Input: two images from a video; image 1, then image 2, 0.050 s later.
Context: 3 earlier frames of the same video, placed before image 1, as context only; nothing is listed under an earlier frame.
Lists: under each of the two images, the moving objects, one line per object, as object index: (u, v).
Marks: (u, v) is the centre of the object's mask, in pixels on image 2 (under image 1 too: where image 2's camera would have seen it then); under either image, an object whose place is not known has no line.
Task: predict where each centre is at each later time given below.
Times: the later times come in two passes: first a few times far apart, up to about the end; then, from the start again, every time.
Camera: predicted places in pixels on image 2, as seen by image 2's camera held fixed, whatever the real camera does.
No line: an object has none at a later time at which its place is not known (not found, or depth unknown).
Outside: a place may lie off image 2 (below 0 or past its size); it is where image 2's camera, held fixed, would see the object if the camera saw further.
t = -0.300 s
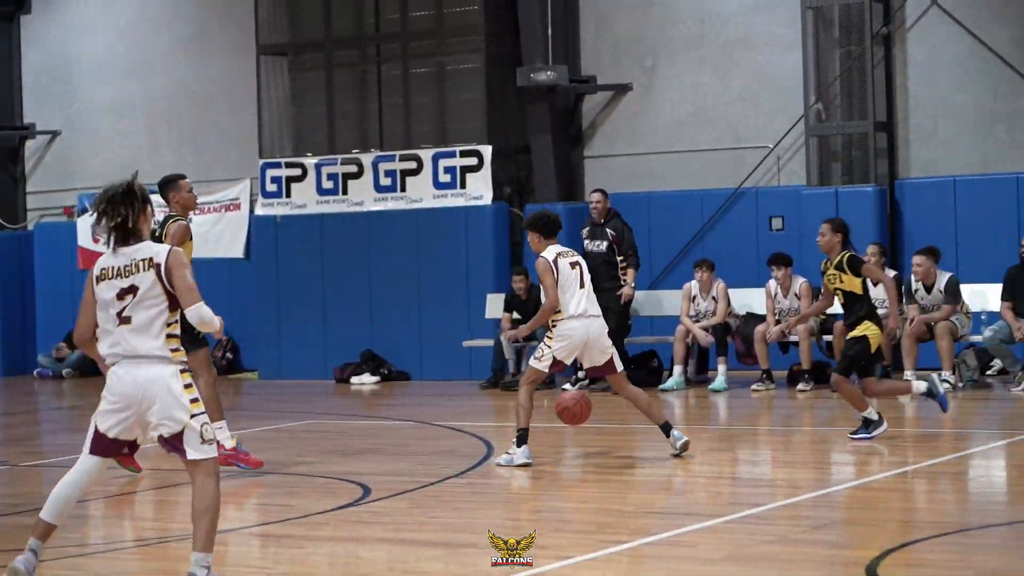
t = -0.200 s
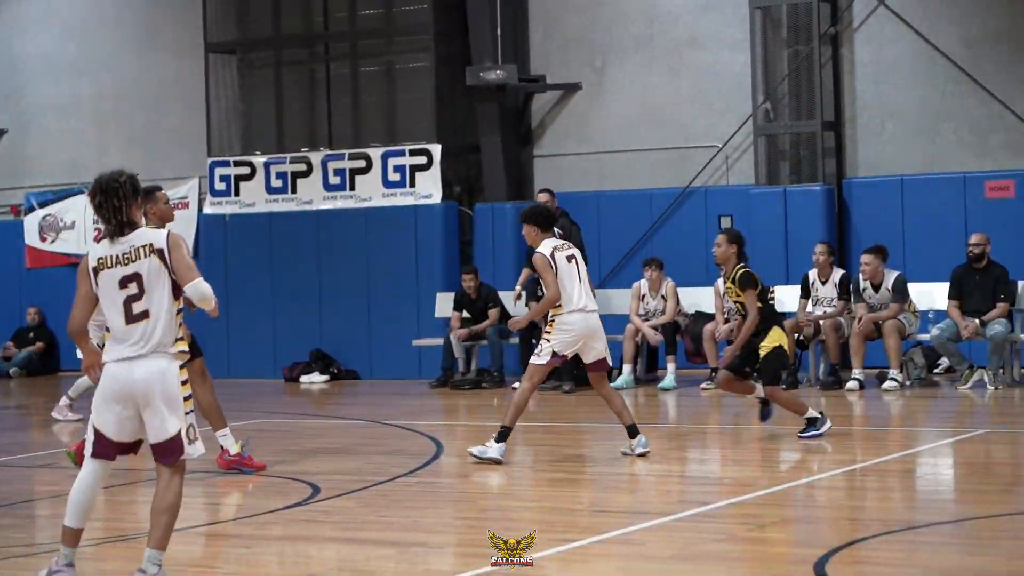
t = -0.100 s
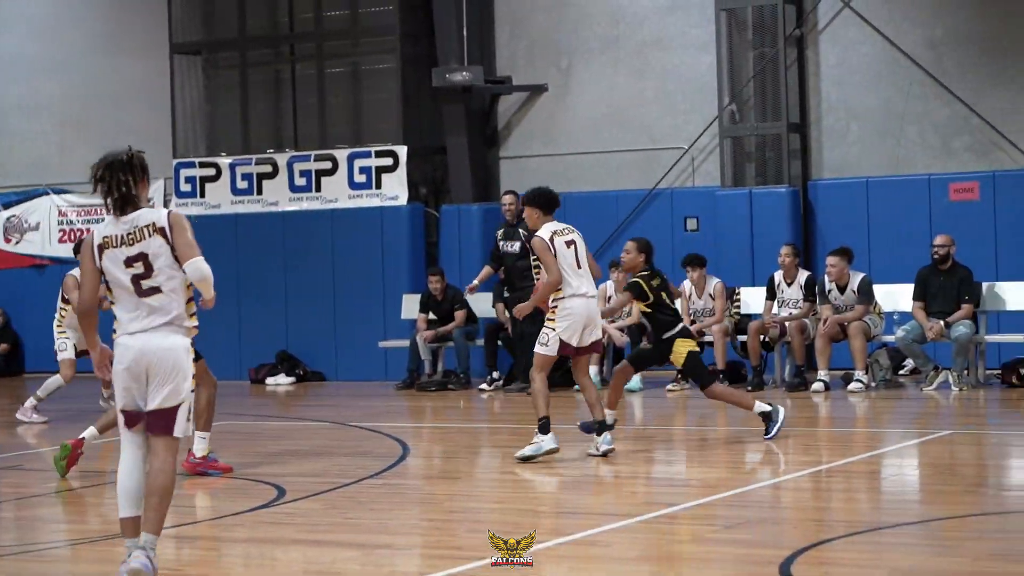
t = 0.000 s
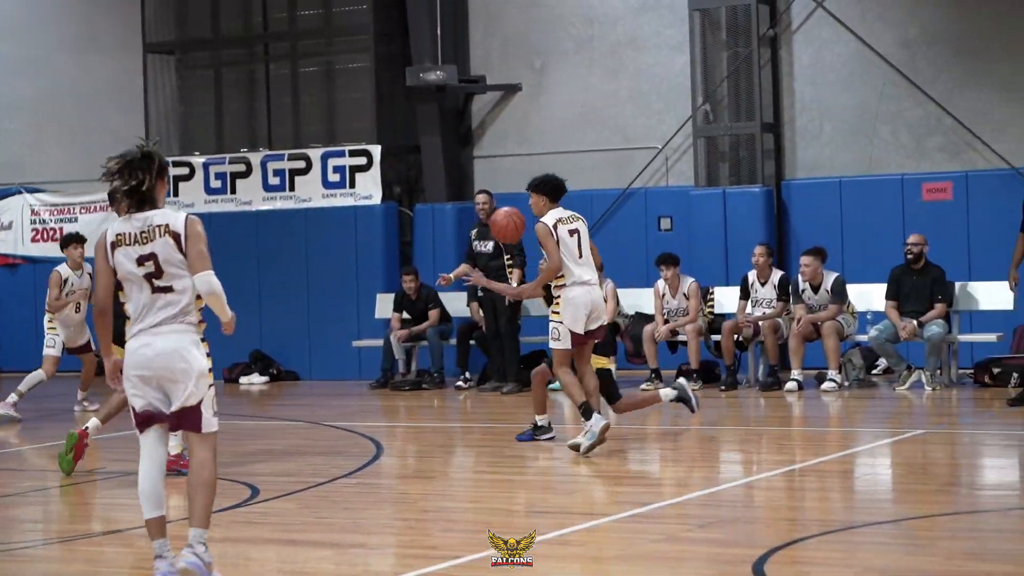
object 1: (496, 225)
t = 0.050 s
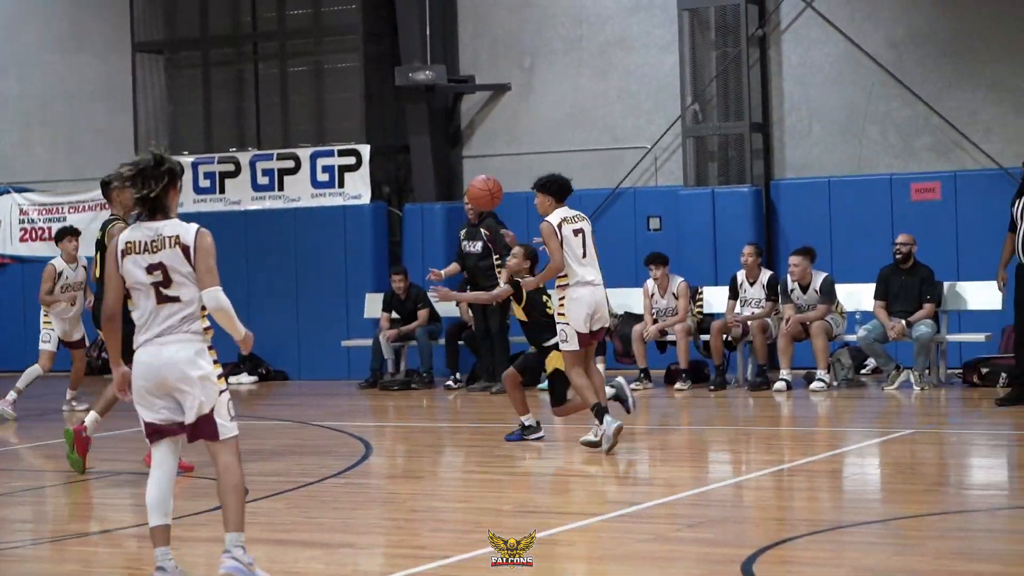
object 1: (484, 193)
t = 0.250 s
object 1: (438, 102)
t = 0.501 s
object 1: (389, 72)
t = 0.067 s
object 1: (480, 183)
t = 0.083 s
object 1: (476, 173)
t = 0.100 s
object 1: (472, 164)
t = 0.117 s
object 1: (469, 155)
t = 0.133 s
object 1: (465, 147)
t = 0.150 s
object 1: (461, 140)
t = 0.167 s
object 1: (457, 132)
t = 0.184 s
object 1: (454, 126)
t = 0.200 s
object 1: (449, 119)
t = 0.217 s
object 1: (446, 113)
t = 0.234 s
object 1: (442, 107)
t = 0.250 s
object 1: (438, 102)
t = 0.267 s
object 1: (435, 97)
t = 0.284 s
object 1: (431, 93)
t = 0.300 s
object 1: (428, 89)
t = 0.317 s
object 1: (424, 85)
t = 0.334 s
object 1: (421, 82)
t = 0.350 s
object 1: (418, 79)
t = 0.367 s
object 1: (415, 77)
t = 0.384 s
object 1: (411, 75)
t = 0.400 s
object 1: (408, 73)
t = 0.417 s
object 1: (404, 72)
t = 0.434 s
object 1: (401, 71)
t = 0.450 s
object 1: (398, 71)
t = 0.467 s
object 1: (395, 71)
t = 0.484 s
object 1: (392, 71)
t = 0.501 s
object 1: (389, 72)
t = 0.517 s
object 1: (385, 74)
